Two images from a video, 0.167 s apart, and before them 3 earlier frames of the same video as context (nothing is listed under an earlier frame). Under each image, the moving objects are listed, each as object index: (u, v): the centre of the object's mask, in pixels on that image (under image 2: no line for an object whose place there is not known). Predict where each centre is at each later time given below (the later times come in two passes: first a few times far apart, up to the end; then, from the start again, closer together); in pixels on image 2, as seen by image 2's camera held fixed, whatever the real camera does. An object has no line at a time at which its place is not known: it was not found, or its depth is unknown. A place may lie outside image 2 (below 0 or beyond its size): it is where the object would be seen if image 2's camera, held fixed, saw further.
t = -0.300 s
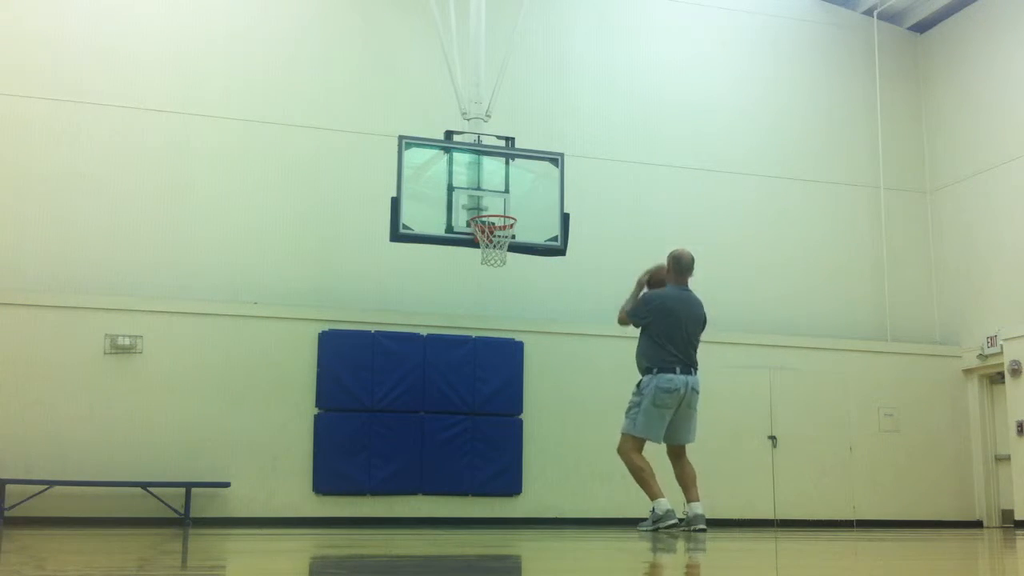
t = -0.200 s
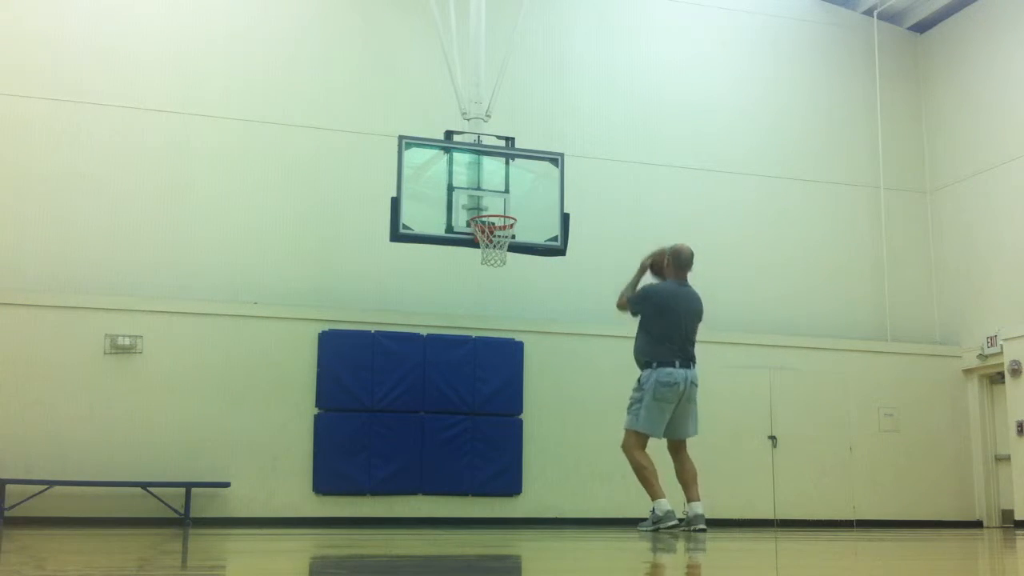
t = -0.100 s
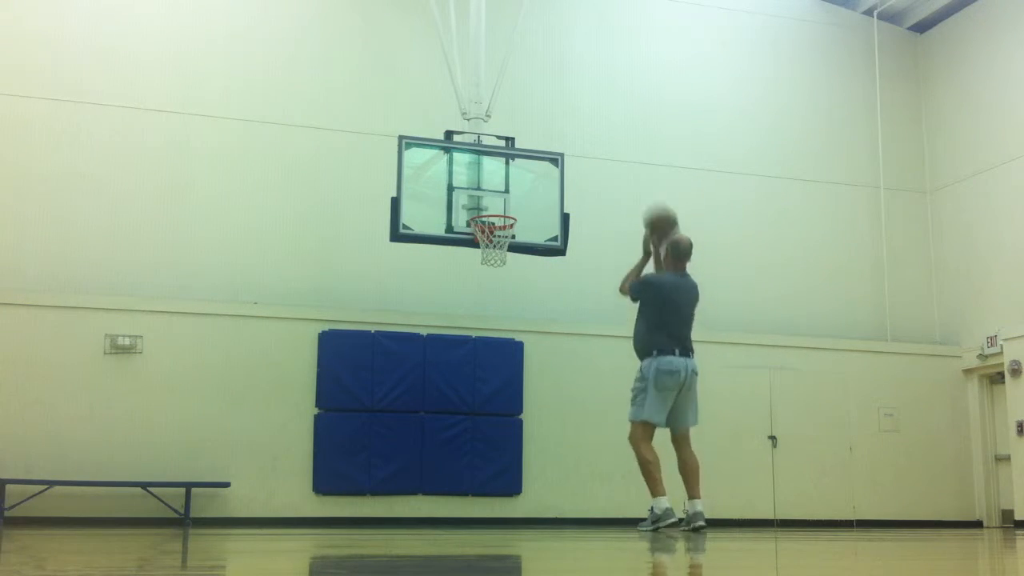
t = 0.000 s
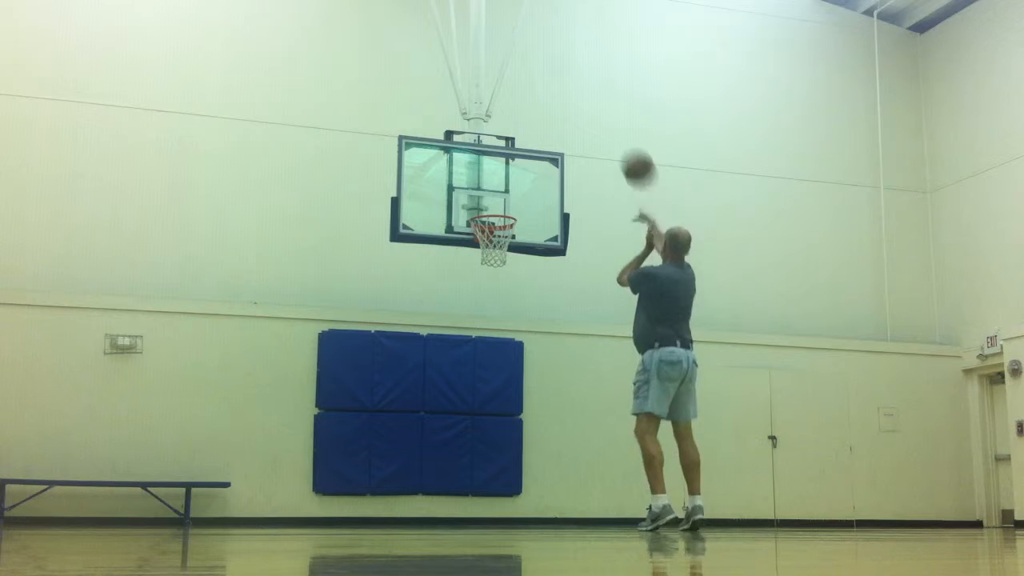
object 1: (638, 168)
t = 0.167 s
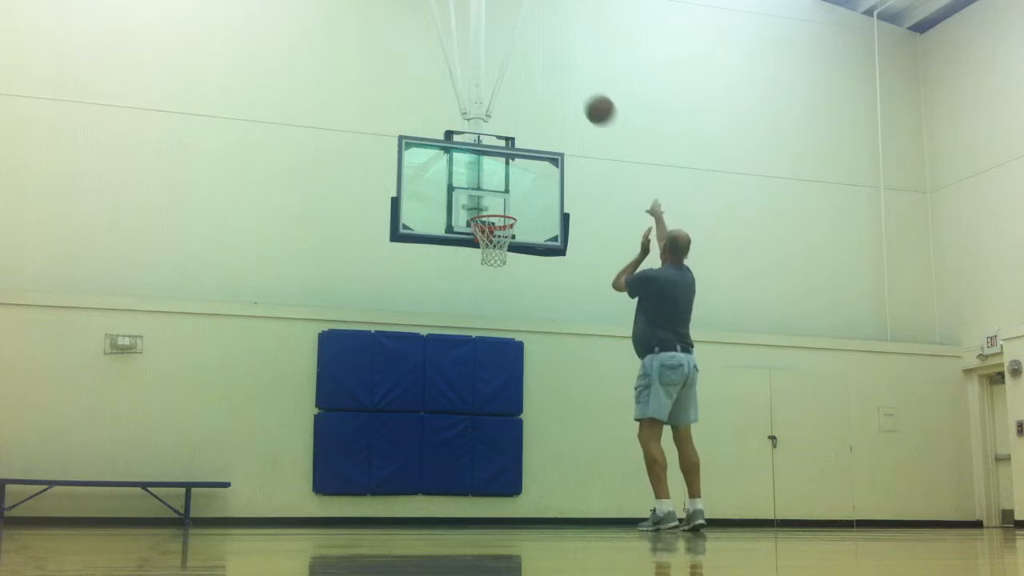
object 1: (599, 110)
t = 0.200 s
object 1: (593, 103)
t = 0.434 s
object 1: (550, 92)
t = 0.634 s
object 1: (520, 125)
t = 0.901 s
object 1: (491, 214)
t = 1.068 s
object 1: (508, 241)
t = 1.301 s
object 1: (500, 241)
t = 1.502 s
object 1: (490, 265)
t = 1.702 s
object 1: (490, 308)
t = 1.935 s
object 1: (489, 411)
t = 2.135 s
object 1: (488, 501)
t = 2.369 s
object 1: (498, 422)
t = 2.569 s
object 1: (504, 394)
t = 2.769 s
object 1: (510, 400)
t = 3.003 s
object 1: (520, 457)
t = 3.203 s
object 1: (524, 500)
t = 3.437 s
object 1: (529, 455)
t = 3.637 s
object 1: (533, 455)
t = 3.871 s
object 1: (537, 498)
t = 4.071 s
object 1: (540, 489)
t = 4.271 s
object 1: (544, 480)
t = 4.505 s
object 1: (548, 510)
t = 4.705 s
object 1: (552, 495)
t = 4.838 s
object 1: (555, 495)
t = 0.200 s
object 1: (593, 103)
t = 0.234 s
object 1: (586, 98)
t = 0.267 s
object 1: (579, 94)
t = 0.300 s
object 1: (573, 91)
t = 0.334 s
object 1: (567, 89)
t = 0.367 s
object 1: (562, 89)
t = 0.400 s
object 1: (556, 90)
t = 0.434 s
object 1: (550, 92)
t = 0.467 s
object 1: (545, 95)
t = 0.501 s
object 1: (540, 99)
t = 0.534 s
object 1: (535, 104)
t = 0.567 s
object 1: (530, 110)
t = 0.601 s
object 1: (525, 117)
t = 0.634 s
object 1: (520, 125)
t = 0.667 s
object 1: (516, 133)
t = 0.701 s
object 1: (512, 142)
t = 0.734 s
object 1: (508, 155)
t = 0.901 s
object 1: (491, 214)
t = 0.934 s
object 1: (490, 229)
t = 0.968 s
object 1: (504, 238)
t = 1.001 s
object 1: (504, 245)
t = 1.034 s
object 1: (506, 242)
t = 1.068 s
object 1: (508, 241)
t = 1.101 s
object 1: (508, 239)
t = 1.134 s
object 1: (507, 237)
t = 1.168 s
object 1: (504, 234)
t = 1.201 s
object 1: (502, 233)
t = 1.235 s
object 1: (501, 233)
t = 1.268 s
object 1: (499, 238)
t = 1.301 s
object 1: (500, 241)
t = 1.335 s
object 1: (498, 244)
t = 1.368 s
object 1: (494, 241)
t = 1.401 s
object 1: (495, 248)
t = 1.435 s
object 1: (492, 250)
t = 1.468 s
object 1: (491, 257)
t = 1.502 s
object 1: (490, 265)
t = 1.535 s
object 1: (491, 268)
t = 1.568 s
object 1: (490, 272)
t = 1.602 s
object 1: (490, 279)
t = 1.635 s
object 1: (490, 287)
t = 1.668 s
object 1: (490, 297)
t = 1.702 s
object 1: (490, 308)
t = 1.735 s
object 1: (490, 320)
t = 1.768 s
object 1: (490, 331)
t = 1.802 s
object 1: (489, 346)
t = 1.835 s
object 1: (489, 359)
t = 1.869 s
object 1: (490, 374)
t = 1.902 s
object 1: (489, 393)
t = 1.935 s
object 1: (489, 411)
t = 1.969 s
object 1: (490, 429)
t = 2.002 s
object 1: (489, 448)
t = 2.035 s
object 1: (489, 471)
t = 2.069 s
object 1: (487, 497)
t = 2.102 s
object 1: (487, 514)
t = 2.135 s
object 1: (488, 501)
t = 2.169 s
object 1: (490, 486)
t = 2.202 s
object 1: (492, 473)
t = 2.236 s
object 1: (493, 461)
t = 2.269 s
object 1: (495, 449)
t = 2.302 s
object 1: (496, 438)
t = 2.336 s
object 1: (497, 430)
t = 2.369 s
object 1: (498, 422)
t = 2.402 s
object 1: (498, 414)
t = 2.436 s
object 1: (500, 408)
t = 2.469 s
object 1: (501, 403)
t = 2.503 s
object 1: (502, 399)
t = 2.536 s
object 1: (502, 396)
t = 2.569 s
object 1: (504, 394)
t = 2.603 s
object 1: (505, 393)
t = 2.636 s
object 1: (506, 393)
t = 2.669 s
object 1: (506, 393)
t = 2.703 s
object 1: (508, 394)
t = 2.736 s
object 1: (509, 397)
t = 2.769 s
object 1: (510, 400)
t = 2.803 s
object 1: (510, 404)
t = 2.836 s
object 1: (513, 411)
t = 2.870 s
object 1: (515, 418)
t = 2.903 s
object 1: (516, 426)
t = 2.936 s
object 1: (517, 436)
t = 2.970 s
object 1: (519, 446)
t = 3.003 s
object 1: (520, 457)
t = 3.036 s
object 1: (520, 469)
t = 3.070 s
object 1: (521, 483)
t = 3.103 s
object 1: (522, 495)
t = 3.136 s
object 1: (522, 510)
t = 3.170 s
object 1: (523, 508)
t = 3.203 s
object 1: (524, 500)
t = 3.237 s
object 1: (525, 491)
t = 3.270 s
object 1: (526, 482)
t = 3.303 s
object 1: (527, 475)
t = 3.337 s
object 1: (527, 468)
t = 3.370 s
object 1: (528, 463)
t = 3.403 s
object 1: (529, 458)
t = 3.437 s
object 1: (529, 455)
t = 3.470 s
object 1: (530, 453)
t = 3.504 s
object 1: (531, 451)
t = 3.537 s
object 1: (531, 450)
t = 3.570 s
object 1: (531, 451)
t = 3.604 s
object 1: (532, 452)
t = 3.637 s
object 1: (533, 455)
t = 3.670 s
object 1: (533, 458)
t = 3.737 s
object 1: (534, 467)
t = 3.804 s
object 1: (536, 480)
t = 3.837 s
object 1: (536, 489)
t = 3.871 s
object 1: (537, 498)
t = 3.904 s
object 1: (537, 507)
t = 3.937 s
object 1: (538, 513)
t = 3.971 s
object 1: (539, 507)
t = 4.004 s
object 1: (539, 500)
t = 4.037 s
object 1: (540, 494)
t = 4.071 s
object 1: (540, 489)
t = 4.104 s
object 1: (541, 485)
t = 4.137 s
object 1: (542, 482)
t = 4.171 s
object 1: (542, 480)
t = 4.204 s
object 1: (543, 479)
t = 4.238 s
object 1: (544, 479)
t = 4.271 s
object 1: (544, 480)
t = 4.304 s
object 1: (545, 481)
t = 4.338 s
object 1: (546, 484)
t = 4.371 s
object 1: (546, 487)
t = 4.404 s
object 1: (547, 492)
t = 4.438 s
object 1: (547, 497)
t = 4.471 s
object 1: (548, 504)
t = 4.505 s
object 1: (548, 510)
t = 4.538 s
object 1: (549, 512)
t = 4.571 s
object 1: (549, 509)
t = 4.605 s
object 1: (550, 504)
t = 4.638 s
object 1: (551, 500)
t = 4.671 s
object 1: (552, 497)
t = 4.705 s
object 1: (552, 495)
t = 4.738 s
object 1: (553, 493)
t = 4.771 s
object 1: (553, 493)
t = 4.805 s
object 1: (554, 494)
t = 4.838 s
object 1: (555, 495)
